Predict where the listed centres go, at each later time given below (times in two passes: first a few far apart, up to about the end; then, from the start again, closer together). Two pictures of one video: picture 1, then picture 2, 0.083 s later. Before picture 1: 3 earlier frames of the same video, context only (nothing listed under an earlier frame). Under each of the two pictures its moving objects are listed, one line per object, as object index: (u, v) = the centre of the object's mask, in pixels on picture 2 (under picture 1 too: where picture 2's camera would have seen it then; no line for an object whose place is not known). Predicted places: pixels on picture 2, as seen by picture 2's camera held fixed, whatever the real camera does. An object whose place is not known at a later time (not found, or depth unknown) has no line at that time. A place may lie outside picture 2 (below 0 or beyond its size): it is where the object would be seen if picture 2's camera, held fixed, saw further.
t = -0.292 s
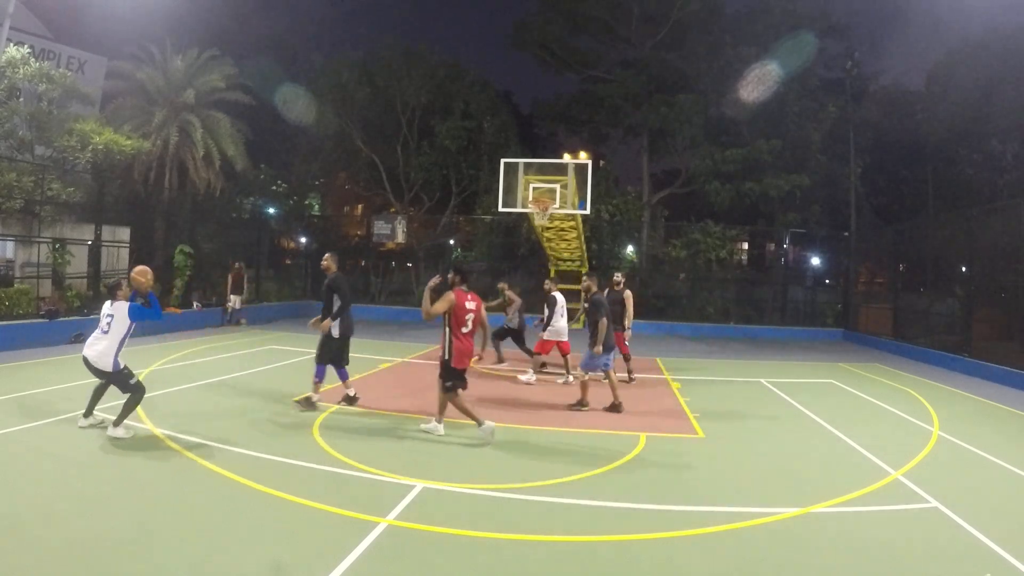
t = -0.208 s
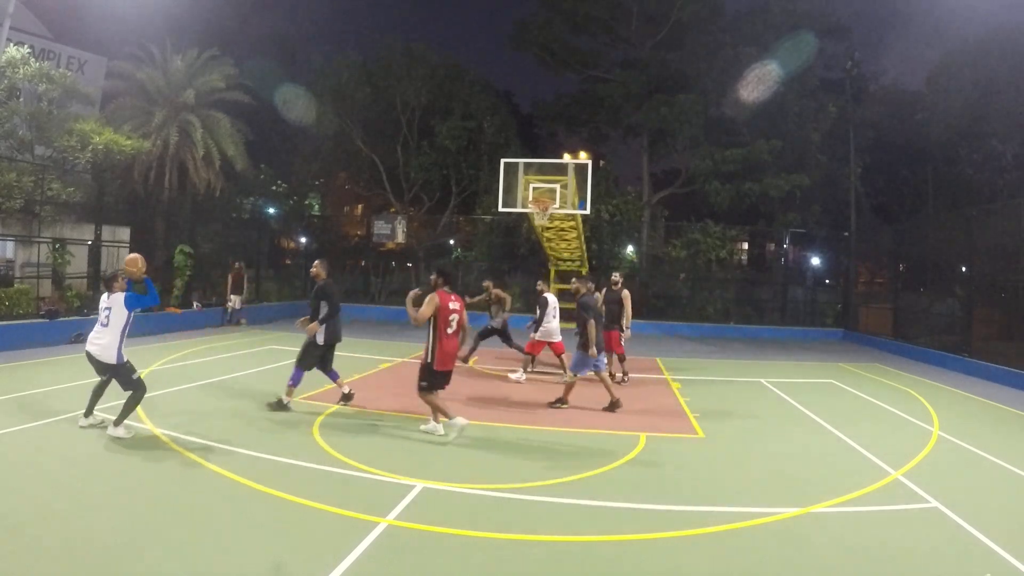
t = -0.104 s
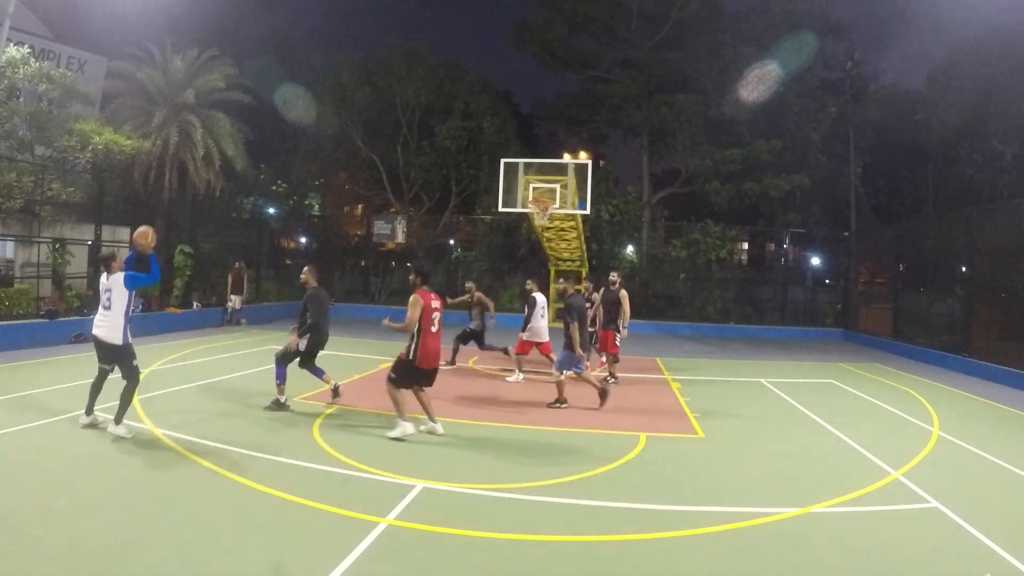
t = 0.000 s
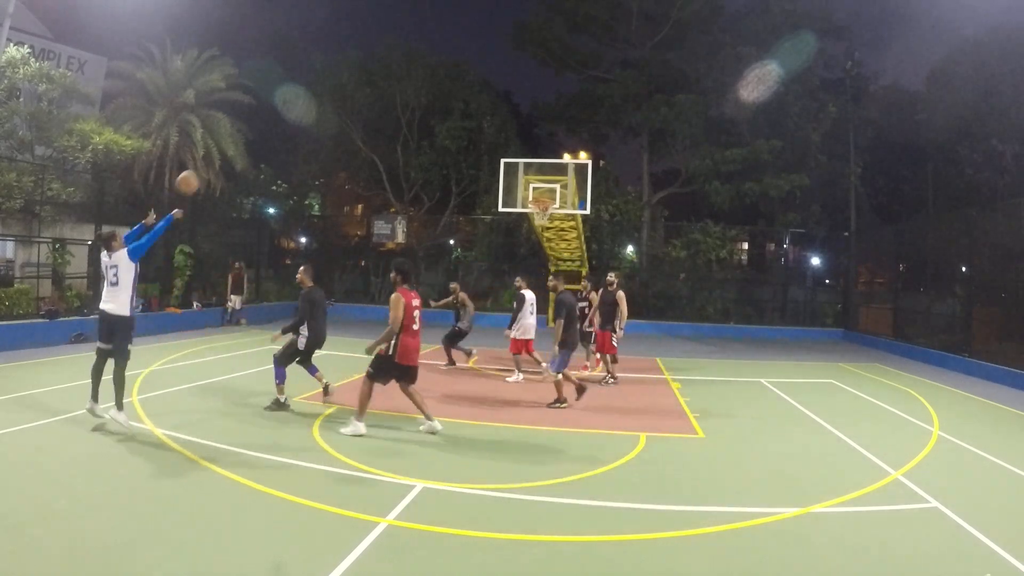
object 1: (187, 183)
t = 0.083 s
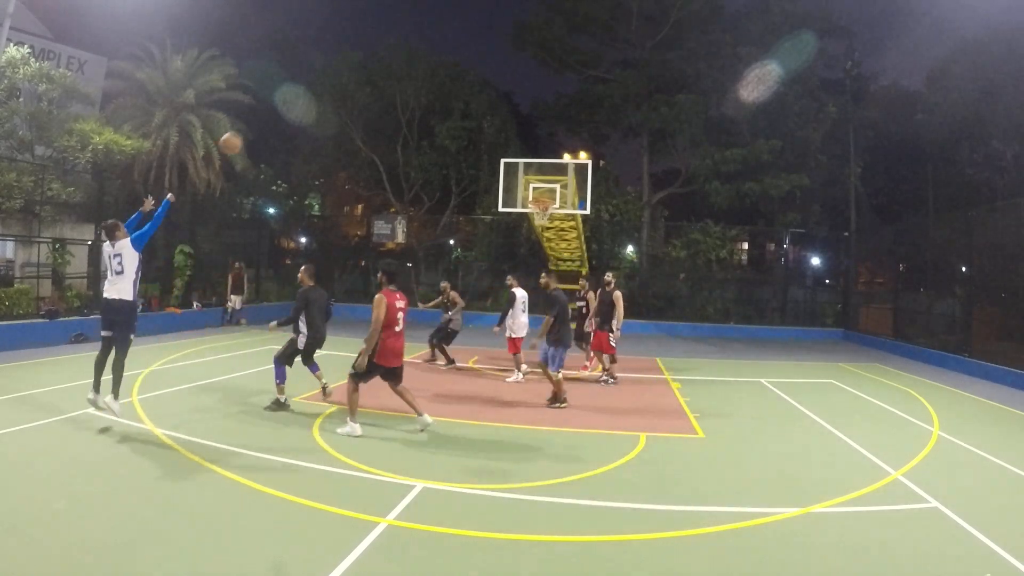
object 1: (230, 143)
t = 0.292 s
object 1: (323, 86)
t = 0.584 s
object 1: (416, 74)
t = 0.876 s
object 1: (481, 113)
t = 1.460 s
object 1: (592, 198)
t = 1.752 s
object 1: (654, 238)
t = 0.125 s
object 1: (251, 127)
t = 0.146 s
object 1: (261, 121)
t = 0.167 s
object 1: (271, 114)
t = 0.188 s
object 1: (280, 108)
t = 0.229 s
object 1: (297, 97)
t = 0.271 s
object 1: (315, 89)
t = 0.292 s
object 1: (323, 86)
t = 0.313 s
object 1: (331, 83)
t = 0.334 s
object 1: (339, 80)
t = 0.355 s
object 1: (347, 78)
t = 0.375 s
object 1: (354, 76)
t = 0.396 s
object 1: (361, 74)
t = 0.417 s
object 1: (367, 73)
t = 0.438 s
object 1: (374, 72)
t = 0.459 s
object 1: (380, 71)
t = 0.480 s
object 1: (387, 71)
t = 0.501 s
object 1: (393, 71)
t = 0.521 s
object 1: (399, 72)
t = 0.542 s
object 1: (405, 73)
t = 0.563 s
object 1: (411, 73)
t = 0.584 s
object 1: (416, 74)
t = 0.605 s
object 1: (422, 76)
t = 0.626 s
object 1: (427, 77)
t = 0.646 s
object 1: (432, 79)
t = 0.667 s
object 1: (437, 81)
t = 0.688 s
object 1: (442, 83)
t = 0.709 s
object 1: (447, 86)
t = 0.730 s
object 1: (451, 89)
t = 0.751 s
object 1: (456, 91)
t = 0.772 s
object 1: (461, 94)
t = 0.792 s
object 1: (465, 98)
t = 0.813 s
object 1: (469, 101)
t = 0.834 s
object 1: (474, 105)
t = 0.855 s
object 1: (478, 109)
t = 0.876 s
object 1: (481, 113)
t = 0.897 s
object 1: (486, 117)
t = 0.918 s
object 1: (489, 121)
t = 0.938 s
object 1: (493, 126)
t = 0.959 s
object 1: (497, 130)
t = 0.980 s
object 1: (500, 136)
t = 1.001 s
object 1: (504, 140)
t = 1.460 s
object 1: (592, 198)
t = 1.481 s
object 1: (597, 199)
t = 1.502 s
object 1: (600, 201)
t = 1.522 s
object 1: (605, 203)
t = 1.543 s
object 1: (609, 205)
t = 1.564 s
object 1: (614, 207)
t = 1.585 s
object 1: (619, 210)
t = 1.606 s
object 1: (623, 213)
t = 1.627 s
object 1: (628, 215)
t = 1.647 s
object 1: (632, 219)
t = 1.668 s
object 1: (637, 222)
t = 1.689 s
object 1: (641, 226)
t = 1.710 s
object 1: (645, 230)
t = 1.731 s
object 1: (649, 234)
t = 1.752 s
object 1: (654, 238)
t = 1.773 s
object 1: (658, 242)
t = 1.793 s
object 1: (663, 247)
